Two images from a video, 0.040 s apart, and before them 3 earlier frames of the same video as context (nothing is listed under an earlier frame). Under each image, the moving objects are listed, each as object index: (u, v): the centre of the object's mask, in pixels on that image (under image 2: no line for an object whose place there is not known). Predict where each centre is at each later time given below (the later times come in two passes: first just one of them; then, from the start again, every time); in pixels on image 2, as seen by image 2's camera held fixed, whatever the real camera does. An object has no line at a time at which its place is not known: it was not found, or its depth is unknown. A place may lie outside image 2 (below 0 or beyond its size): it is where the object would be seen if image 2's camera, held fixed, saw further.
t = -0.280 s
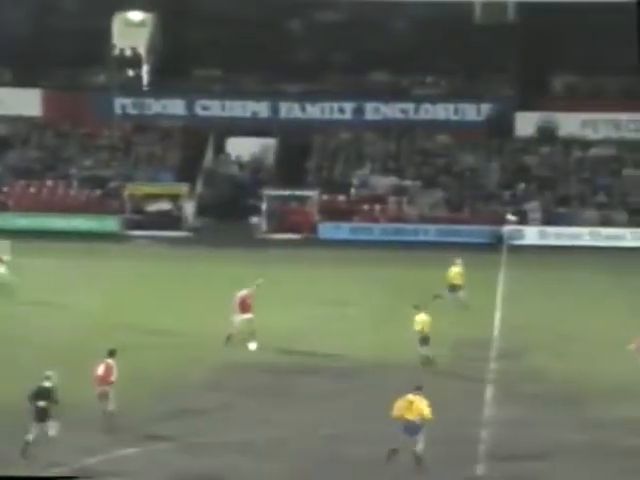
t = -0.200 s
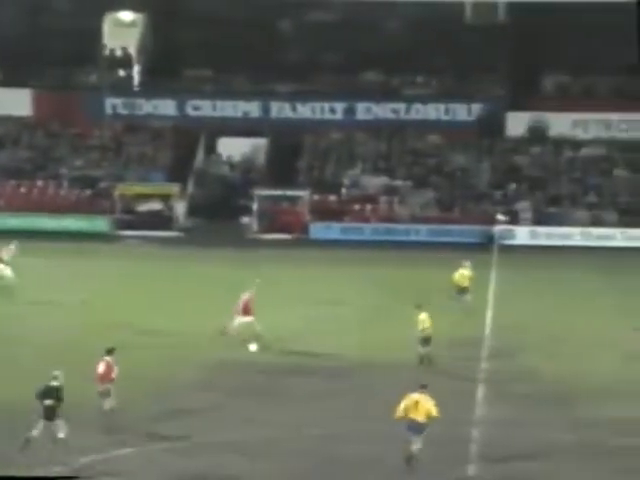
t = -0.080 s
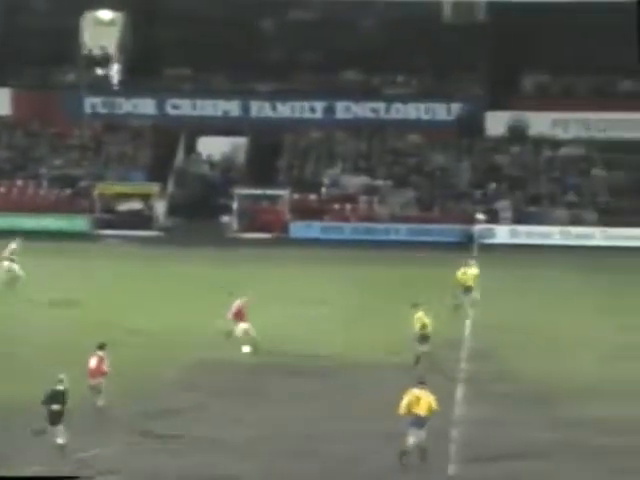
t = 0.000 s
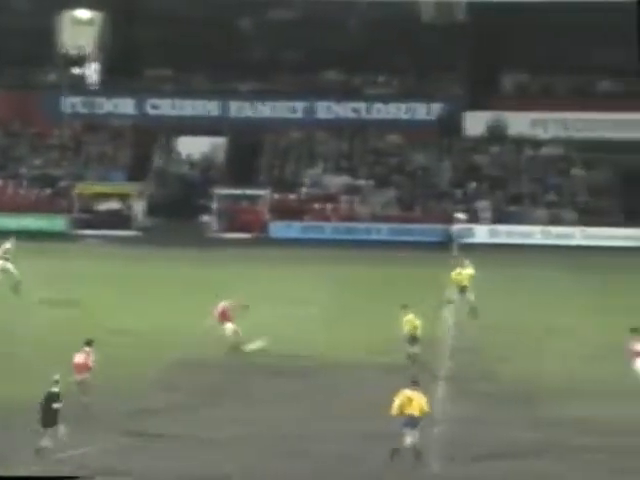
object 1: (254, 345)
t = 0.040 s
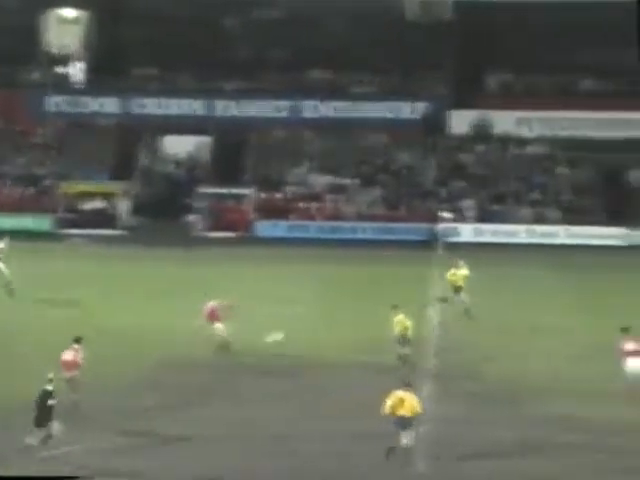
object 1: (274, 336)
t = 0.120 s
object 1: (334, 325)
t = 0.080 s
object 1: (303, 331)
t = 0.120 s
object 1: (334, 325)
